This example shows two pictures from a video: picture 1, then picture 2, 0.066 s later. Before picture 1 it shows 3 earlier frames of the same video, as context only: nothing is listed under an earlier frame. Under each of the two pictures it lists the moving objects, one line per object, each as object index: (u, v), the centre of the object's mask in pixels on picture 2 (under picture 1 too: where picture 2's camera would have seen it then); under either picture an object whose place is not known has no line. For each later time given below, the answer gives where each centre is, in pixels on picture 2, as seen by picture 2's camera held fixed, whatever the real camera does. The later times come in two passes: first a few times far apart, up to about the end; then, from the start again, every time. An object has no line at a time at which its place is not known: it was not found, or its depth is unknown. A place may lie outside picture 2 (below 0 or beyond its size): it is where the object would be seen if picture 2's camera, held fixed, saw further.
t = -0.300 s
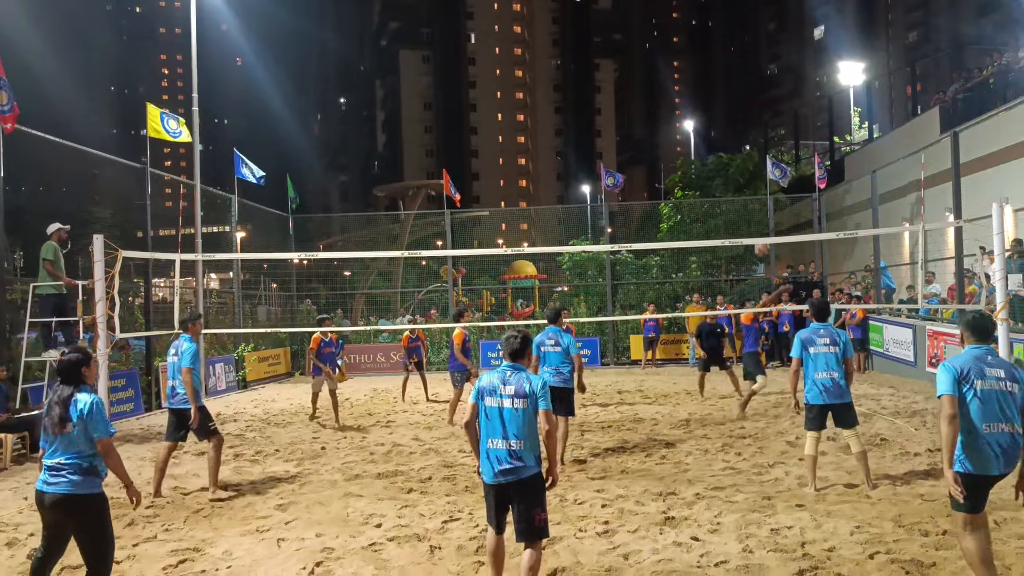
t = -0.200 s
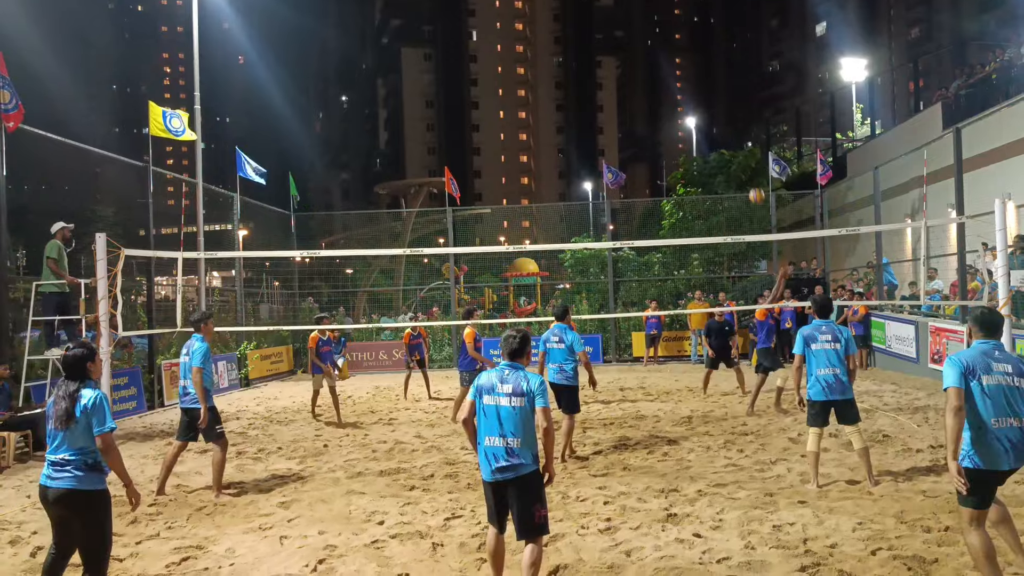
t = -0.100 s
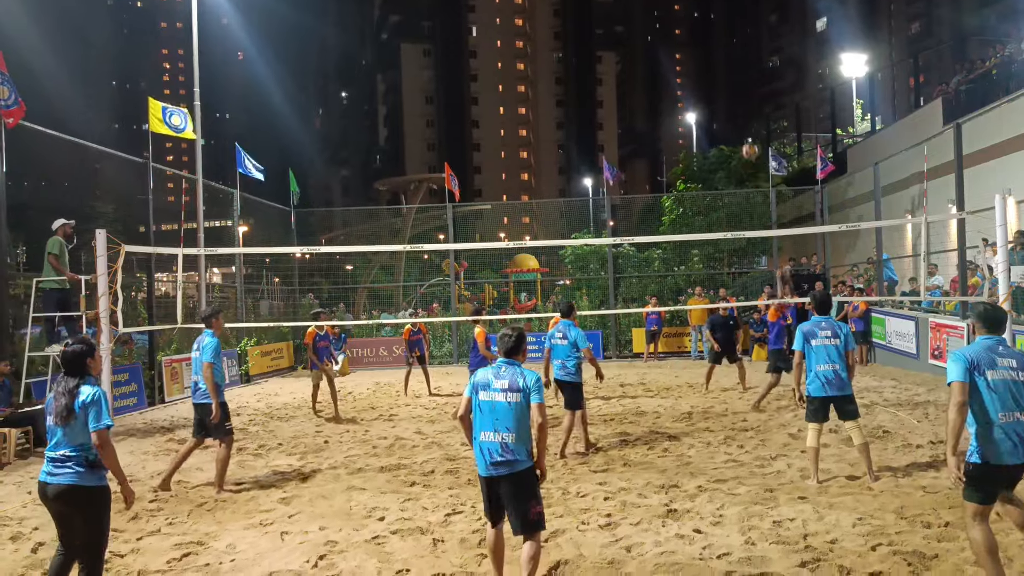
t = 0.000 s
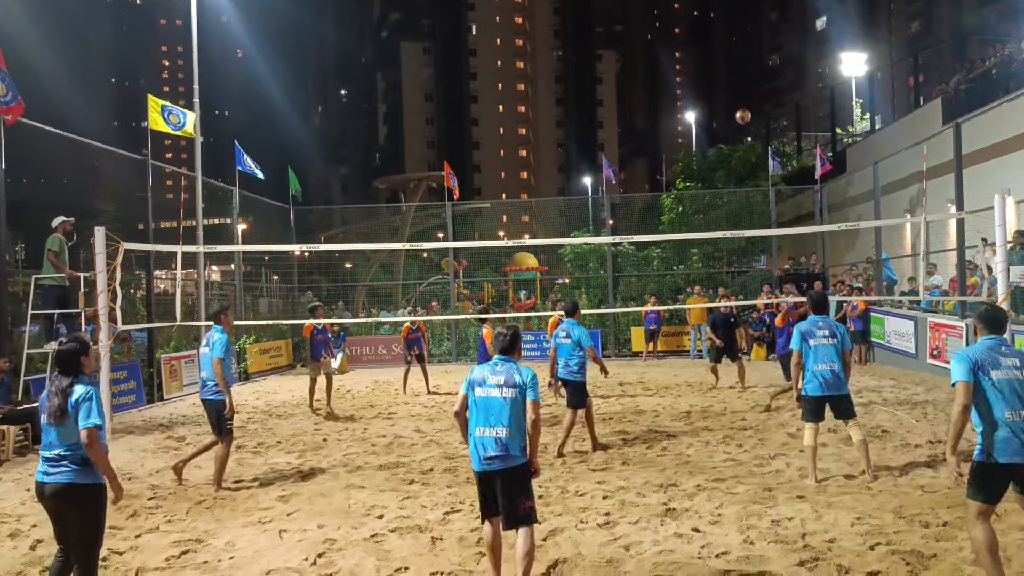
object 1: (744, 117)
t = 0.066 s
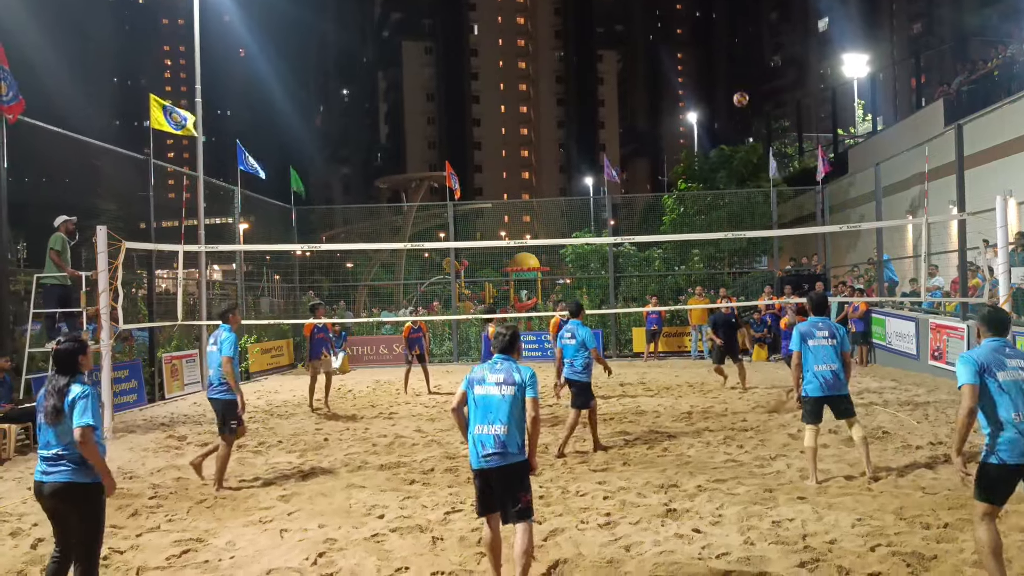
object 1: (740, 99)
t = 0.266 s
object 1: (730, 64)
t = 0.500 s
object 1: (718, 55)
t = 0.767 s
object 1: (704, 87)
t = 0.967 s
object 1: (695, 138)
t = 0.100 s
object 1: (738, 91)
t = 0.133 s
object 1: (736, 84)
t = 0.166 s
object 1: (735, 78)
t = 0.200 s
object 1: (733, 72)
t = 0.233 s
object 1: (731, 67)
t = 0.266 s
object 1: (730, 64)
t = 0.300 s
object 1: (728, 60)
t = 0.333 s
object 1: (727, 58)
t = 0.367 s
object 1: (725, 56)
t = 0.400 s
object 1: (723, 55)
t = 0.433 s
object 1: (721, 54)
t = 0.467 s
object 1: (720, 54)
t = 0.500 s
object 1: (718, 55)
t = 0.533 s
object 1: (716, 56)
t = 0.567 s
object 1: (714, 59)
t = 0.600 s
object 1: (712, 62)
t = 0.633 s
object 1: (711, 66)
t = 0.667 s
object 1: (709, 71)
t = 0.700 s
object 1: (707, 75)
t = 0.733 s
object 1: (705, 81)
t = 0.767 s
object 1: (704, 87)
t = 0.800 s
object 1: (701, 94)
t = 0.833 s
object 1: (699, 101)
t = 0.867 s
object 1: (697, 110)
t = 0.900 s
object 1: (696, 119)
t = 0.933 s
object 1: (695, 128)
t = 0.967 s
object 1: (695, 138)
